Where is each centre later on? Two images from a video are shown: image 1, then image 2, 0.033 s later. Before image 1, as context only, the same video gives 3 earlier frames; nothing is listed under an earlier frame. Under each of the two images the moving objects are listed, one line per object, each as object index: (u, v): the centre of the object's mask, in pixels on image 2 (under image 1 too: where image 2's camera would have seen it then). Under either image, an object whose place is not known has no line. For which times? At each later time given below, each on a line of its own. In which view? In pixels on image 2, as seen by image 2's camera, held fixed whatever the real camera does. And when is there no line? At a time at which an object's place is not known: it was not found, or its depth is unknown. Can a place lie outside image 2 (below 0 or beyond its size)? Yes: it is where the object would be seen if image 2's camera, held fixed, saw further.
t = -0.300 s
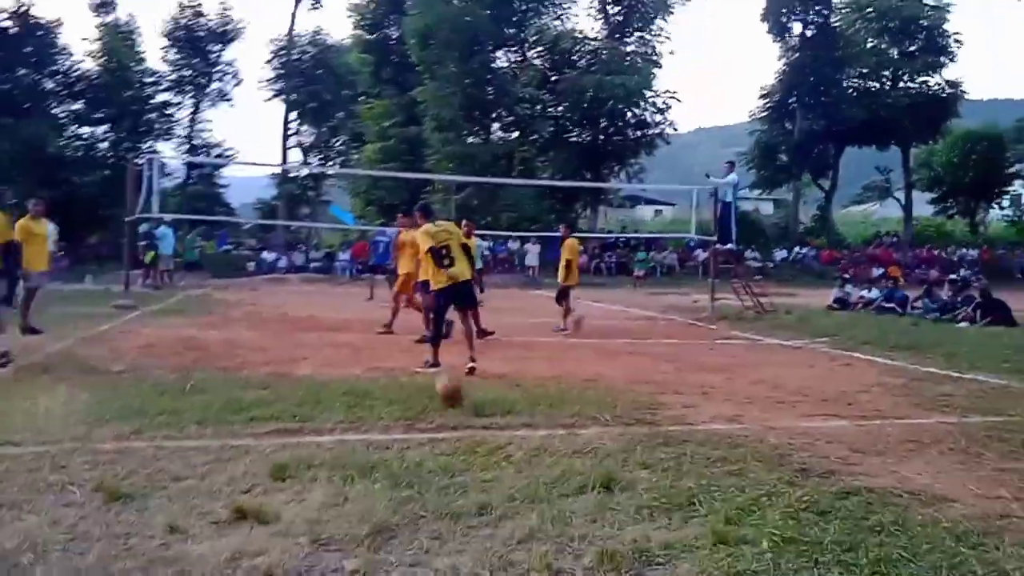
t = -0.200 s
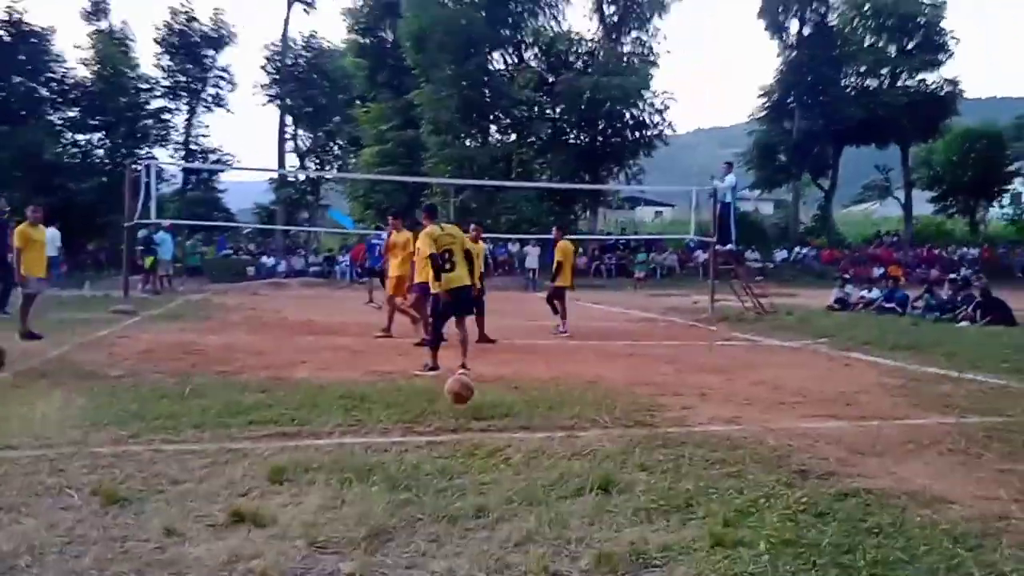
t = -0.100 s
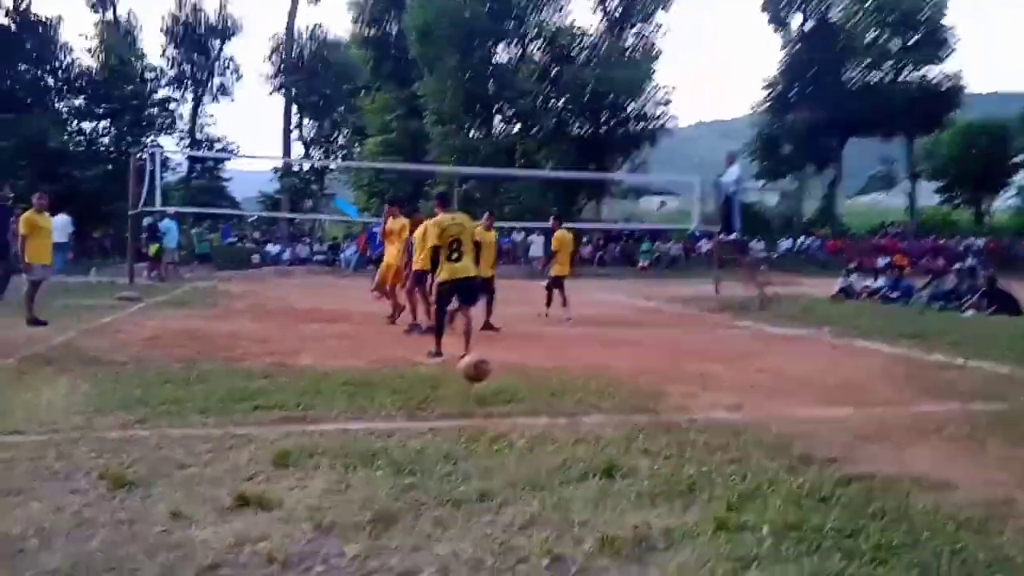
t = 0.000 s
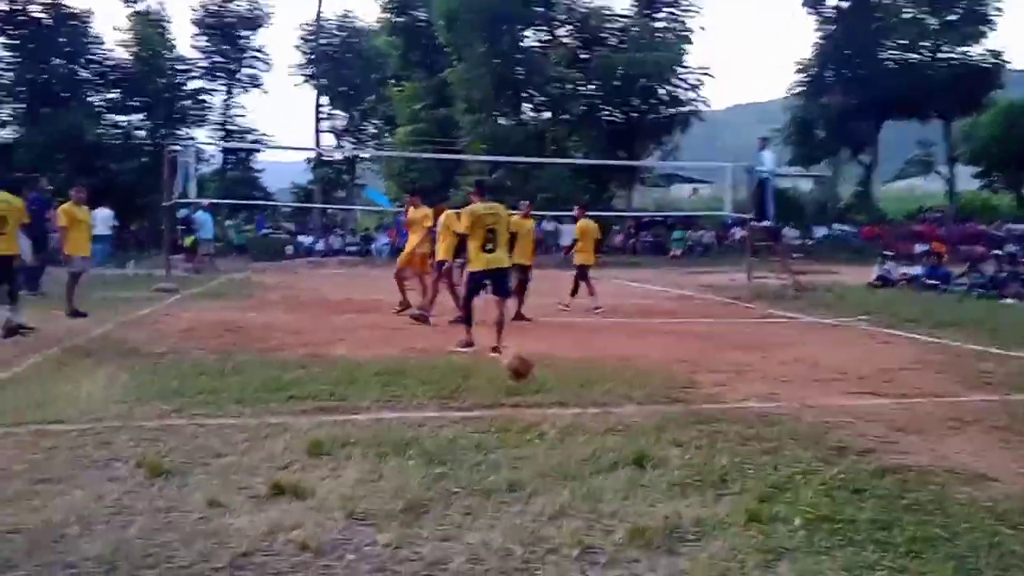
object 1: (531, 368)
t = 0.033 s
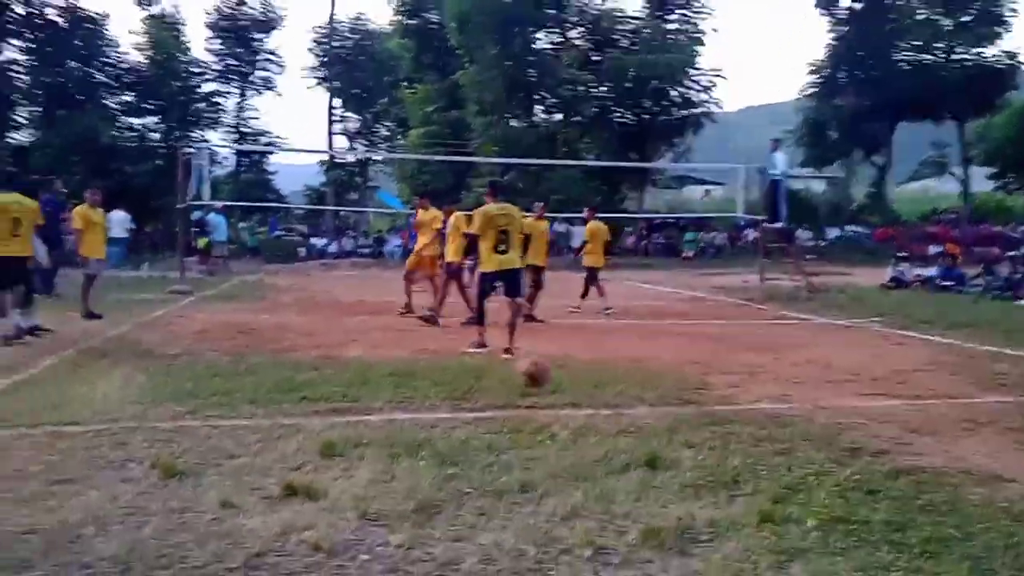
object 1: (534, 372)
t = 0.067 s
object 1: (536, 379)
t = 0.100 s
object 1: (541, 387)
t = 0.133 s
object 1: (545, 400)
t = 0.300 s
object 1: (570, 413)
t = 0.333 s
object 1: (574, 410)
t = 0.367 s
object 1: (580, 410)
